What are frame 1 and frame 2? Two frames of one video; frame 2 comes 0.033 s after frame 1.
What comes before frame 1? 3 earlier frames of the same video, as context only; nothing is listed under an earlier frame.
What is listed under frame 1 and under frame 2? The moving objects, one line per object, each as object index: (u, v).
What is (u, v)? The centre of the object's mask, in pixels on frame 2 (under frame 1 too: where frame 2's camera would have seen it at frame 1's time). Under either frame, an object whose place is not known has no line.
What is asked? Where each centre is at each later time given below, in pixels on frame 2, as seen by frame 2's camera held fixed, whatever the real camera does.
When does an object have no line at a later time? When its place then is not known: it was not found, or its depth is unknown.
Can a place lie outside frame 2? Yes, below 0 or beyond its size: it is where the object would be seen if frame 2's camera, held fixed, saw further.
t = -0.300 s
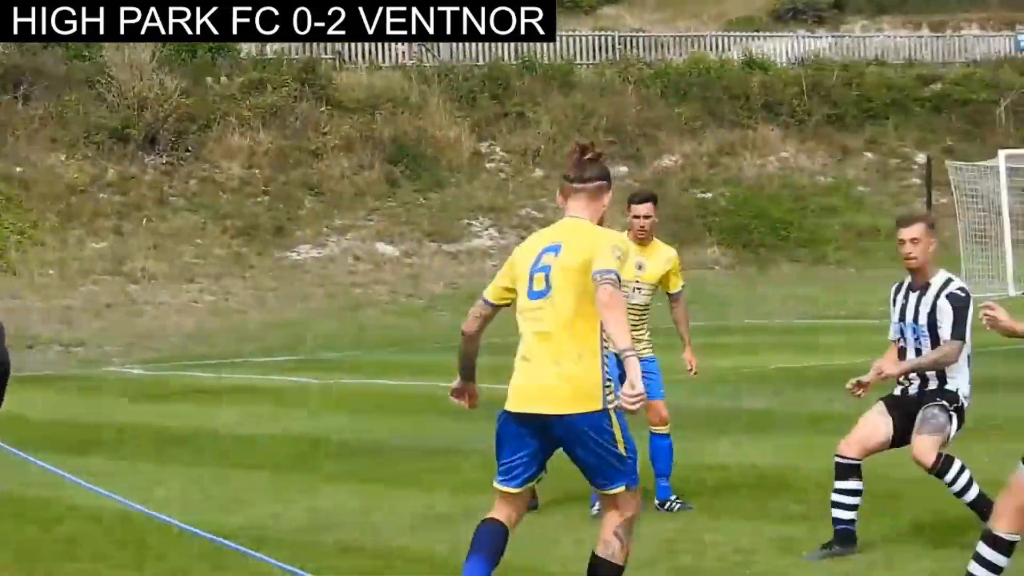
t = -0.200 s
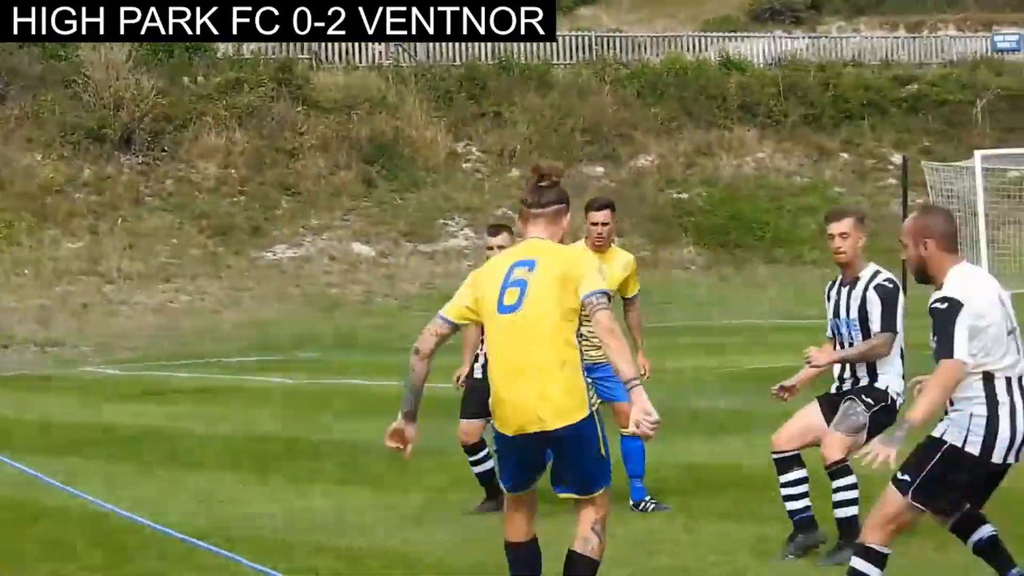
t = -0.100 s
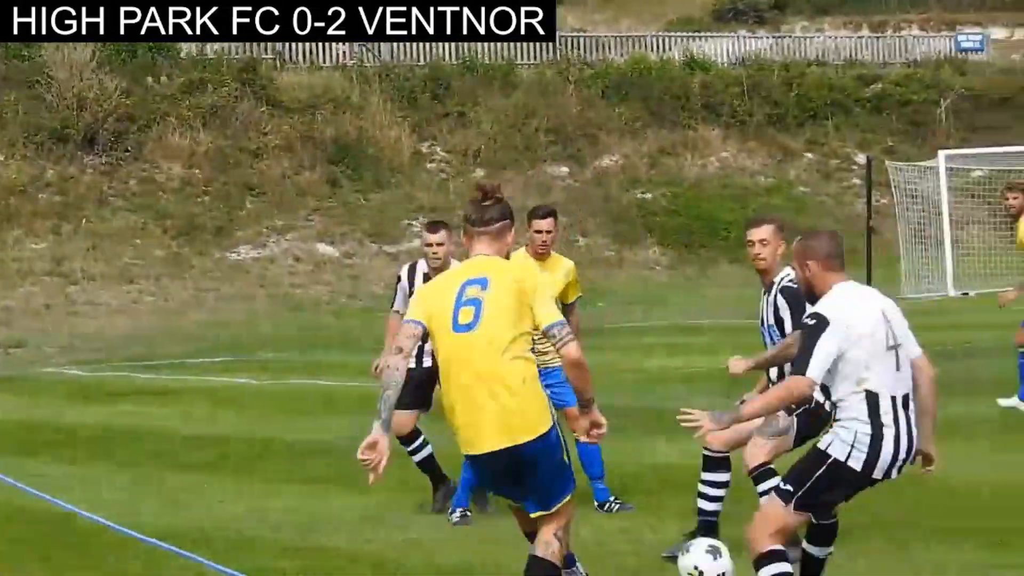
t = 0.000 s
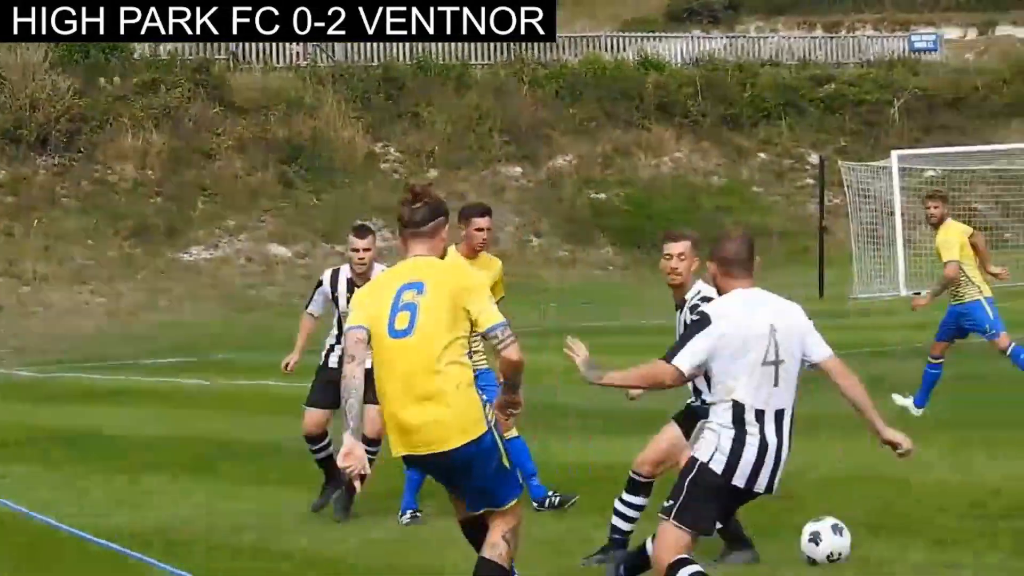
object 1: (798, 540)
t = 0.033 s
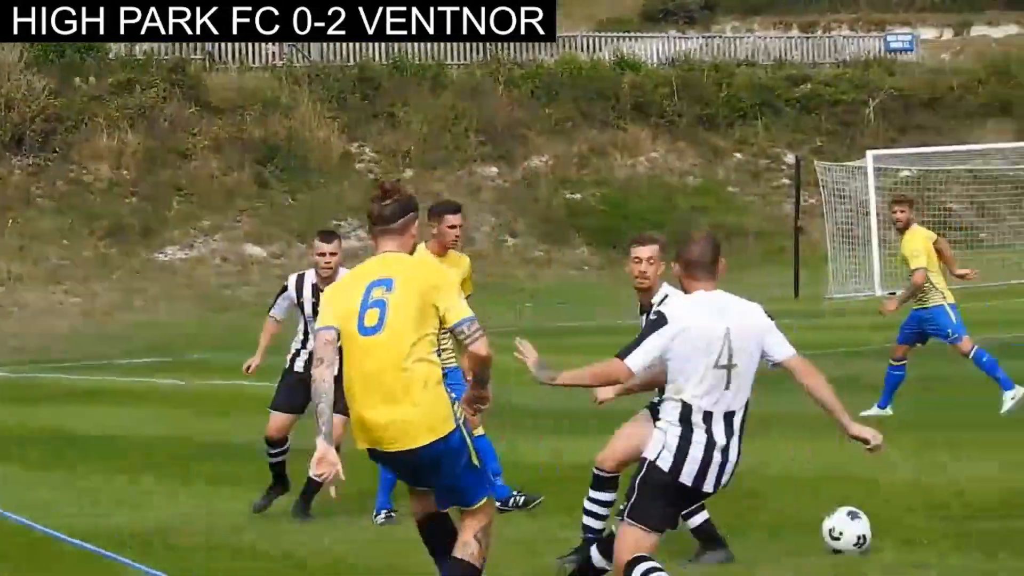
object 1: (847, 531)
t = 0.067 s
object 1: (892, 518)
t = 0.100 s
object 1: (935, 510)
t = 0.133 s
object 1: (978, 504)
